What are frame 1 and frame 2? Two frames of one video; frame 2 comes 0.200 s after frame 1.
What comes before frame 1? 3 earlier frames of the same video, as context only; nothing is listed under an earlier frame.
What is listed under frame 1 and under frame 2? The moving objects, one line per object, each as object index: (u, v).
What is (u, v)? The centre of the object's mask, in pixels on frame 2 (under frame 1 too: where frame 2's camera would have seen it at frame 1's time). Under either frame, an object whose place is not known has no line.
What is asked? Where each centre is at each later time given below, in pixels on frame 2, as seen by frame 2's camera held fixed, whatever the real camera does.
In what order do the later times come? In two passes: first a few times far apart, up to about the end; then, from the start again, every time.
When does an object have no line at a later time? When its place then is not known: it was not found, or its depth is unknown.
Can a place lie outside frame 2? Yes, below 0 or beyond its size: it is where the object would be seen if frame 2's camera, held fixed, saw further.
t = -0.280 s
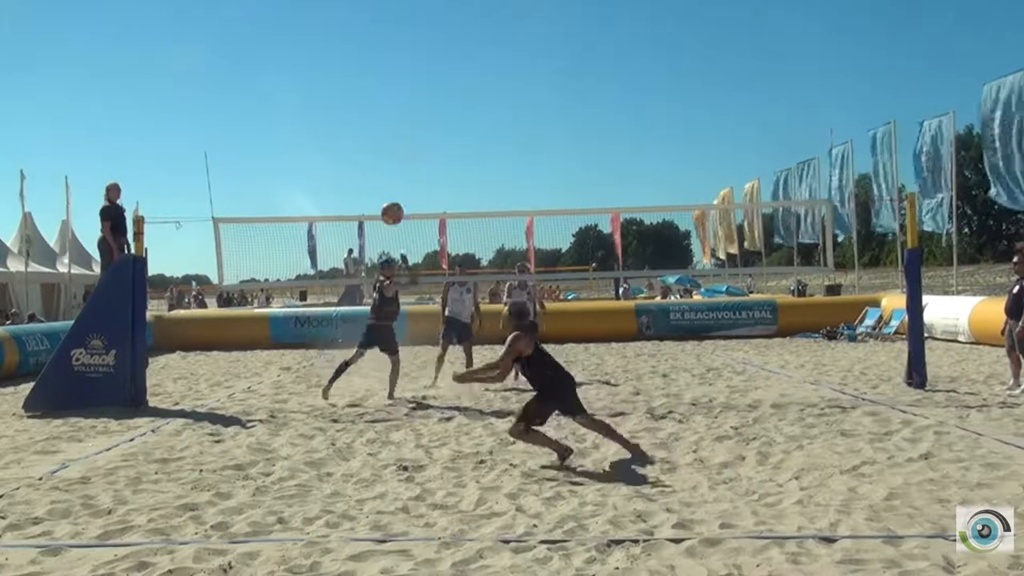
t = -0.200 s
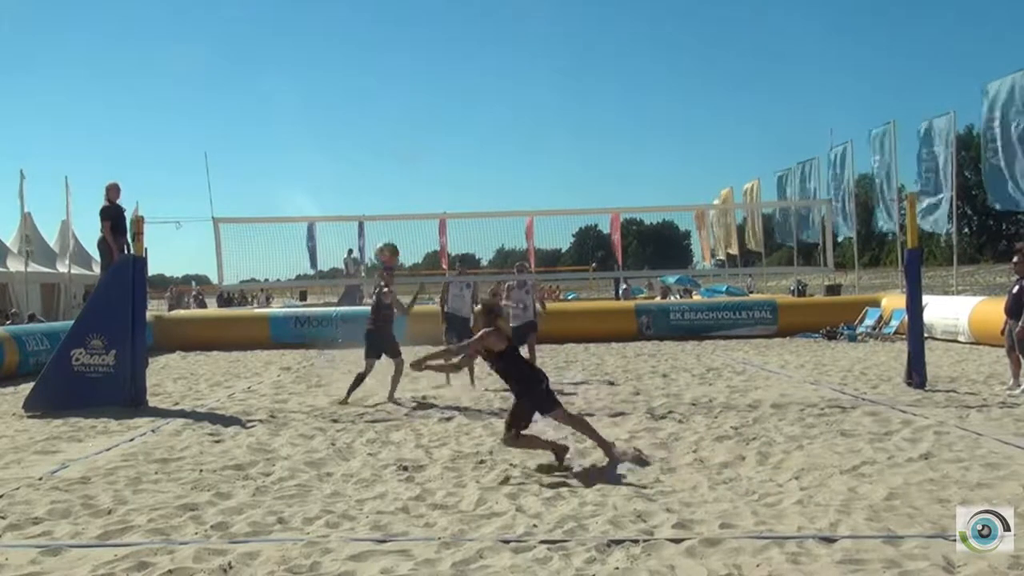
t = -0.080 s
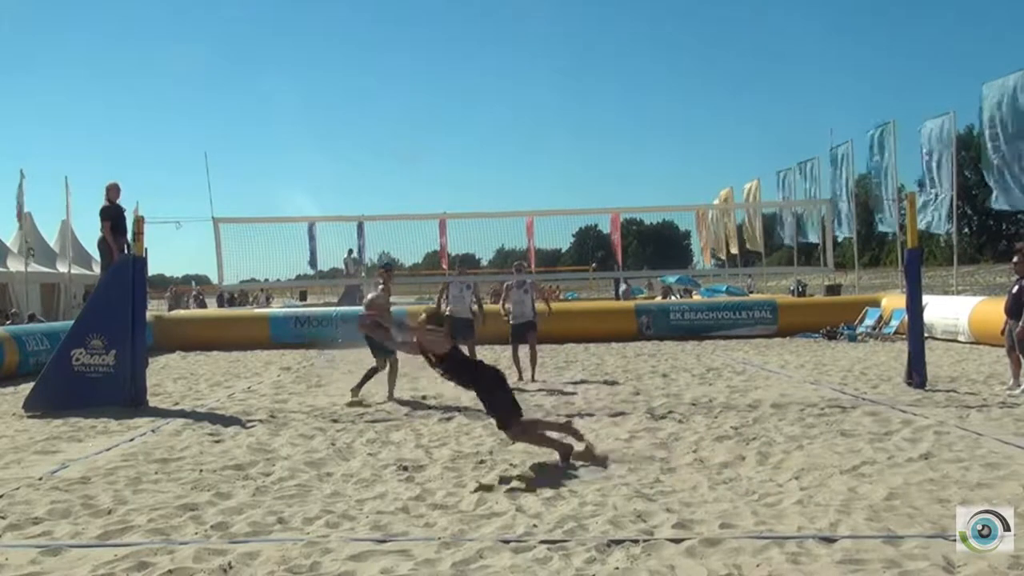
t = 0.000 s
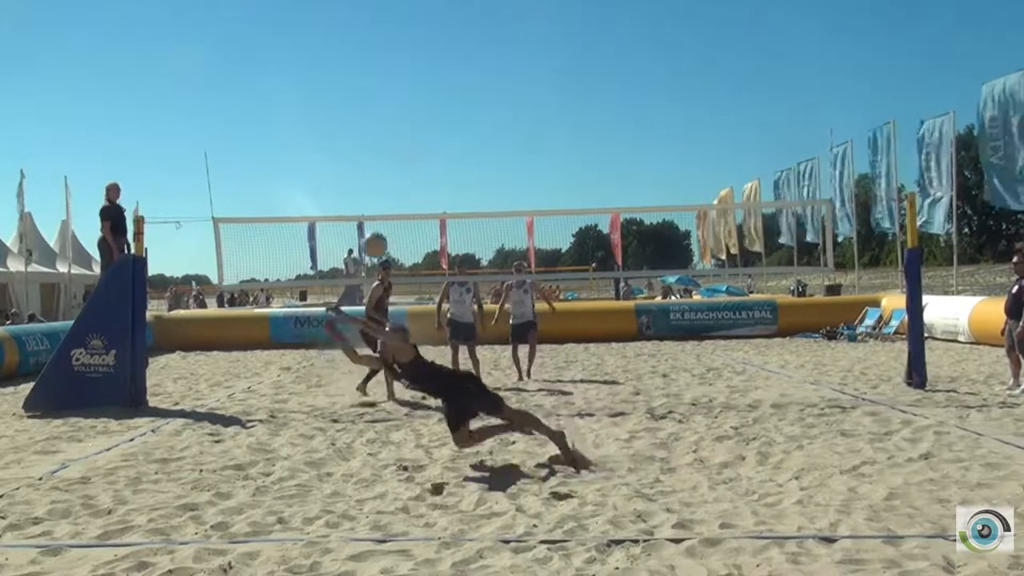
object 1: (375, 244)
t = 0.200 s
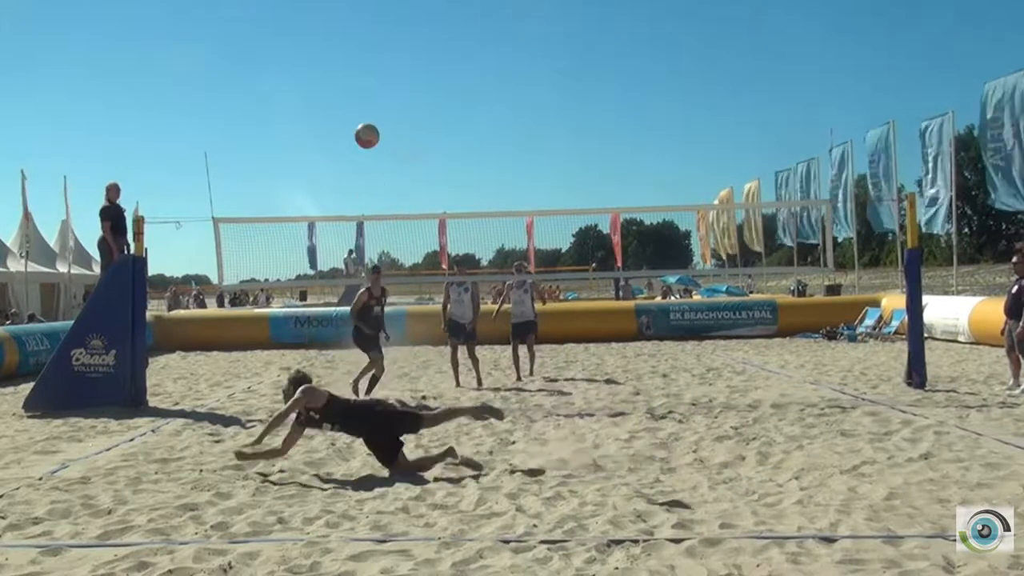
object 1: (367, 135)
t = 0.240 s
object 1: (366, 120)
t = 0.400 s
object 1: (360, 80)
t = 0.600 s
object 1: (352, 71)
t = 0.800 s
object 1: (346, 103)
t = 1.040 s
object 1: (338, 187)
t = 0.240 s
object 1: (366, 120)
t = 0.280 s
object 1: (364, 108)
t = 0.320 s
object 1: (362, 97)
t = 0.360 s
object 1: (361, 88)
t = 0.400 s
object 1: (360, 80)
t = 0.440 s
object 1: (359, 74)
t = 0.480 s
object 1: (357, 71)
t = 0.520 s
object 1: (355, 69)
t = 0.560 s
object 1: (354, 69)
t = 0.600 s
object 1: (352, 71)
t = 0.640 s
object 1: (351, 73)
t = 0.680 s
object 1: (350, 78)
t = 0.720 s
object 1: (349, 85)
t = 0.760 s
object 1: (347, 93)
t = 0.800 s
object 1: (346, 103)
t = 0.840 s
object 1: (345, 113)
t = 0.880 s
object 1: (343, 125)
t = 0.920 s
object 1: (342, 139)
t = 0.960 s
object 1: (341, 153)
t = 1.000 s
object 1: (340, 170)
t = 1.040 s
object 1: (338, 187)
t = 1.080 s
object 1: (337, 205)
